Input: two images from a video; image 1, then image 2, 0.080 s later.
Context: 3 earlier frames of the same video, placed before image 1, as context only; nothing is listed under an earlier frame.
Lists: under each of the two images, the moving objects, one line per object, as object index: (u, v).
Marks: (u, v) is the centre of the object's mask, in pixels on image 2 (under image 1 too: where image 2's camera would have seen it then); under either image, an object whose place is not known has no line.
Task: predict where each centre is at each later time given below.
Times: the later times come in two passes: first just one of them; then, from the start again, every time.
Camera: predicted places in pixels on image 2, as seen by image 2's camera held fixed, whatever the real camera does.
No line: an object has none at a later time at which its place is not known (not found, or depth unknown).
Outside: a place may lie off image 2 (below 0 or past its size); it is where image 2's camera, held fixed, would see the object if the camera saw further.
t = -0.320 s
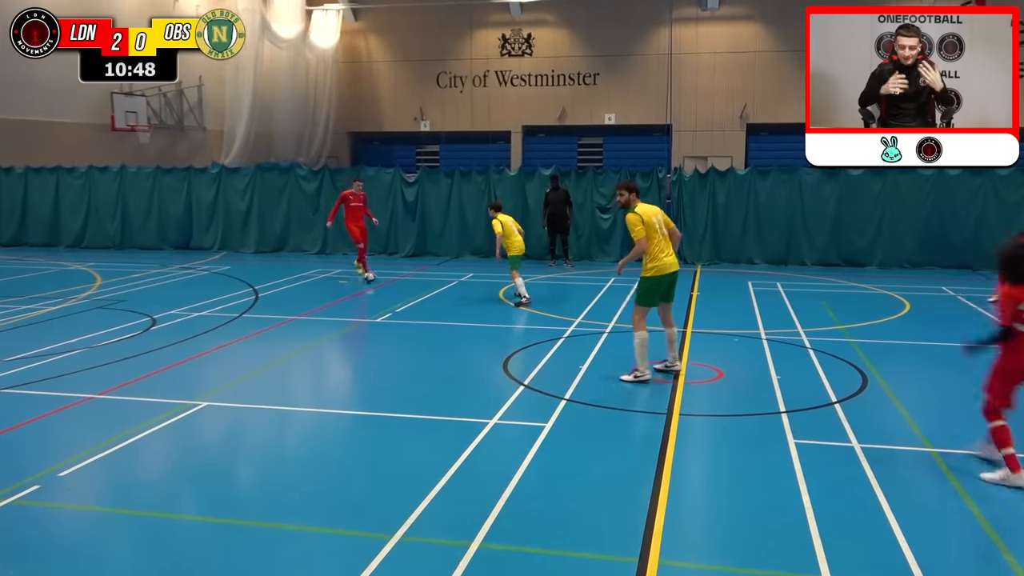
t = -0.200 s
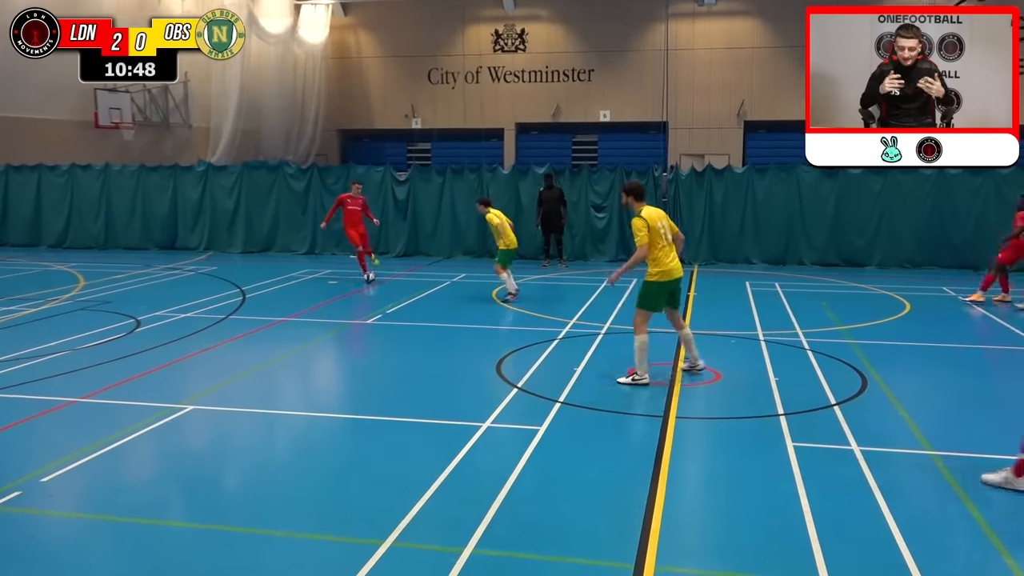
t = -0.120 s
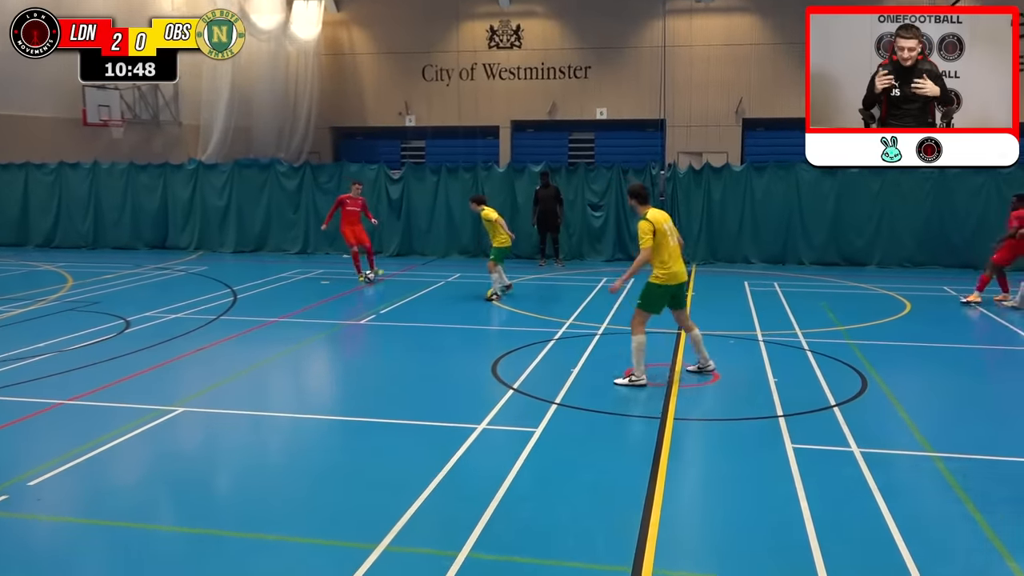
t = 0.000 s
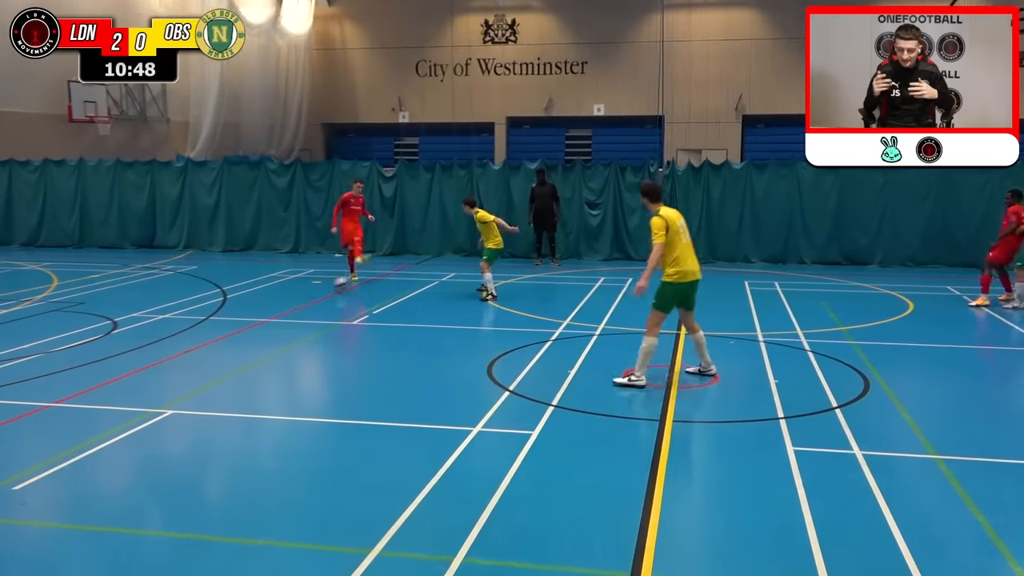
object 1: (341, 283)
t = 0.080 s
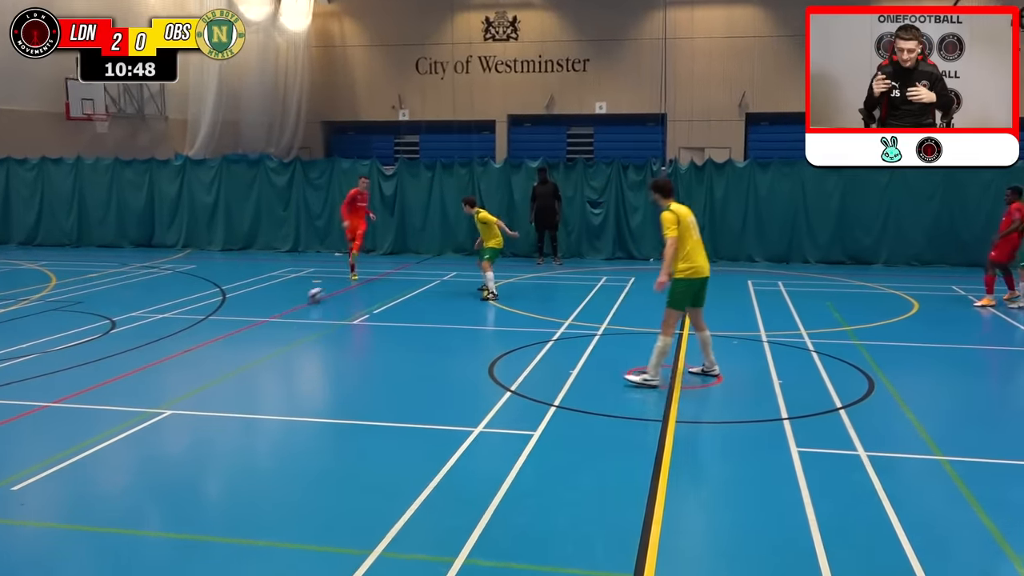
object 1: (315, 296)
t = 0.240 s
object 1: (259, 319)
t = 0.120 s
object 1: (302, 301)
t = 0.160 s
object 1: (288, 307)
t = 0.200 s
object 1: (274, 313)
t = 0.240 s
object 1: (259, 319)
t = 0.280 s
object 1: (244, 326)
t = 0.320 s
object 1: (226, 332)
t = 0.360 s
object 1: (208, 340)
